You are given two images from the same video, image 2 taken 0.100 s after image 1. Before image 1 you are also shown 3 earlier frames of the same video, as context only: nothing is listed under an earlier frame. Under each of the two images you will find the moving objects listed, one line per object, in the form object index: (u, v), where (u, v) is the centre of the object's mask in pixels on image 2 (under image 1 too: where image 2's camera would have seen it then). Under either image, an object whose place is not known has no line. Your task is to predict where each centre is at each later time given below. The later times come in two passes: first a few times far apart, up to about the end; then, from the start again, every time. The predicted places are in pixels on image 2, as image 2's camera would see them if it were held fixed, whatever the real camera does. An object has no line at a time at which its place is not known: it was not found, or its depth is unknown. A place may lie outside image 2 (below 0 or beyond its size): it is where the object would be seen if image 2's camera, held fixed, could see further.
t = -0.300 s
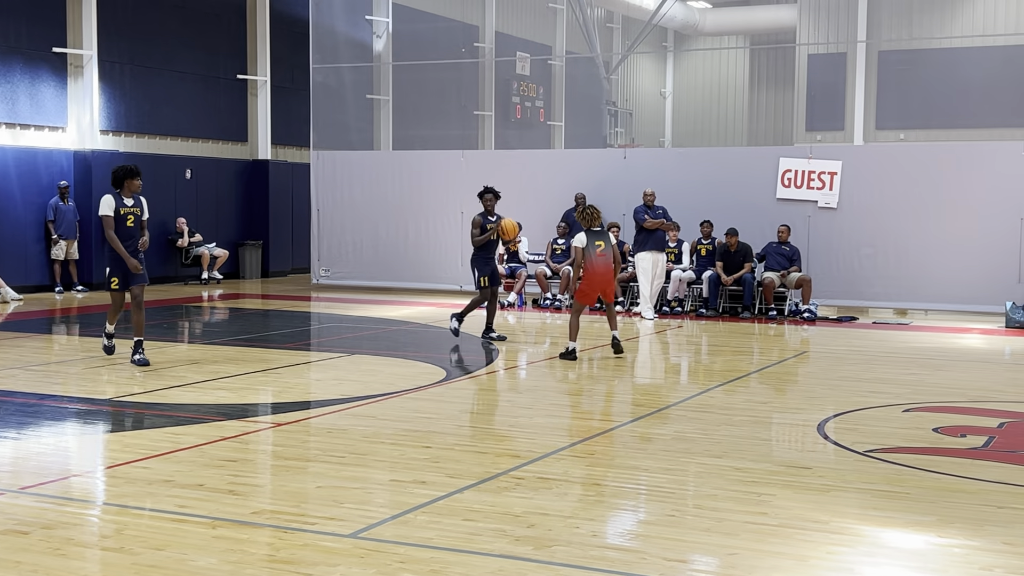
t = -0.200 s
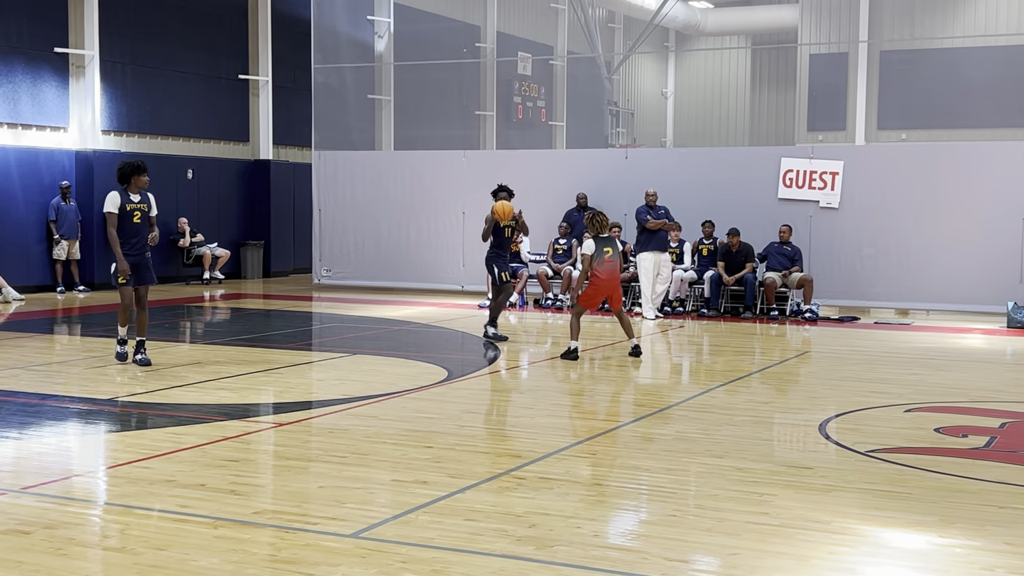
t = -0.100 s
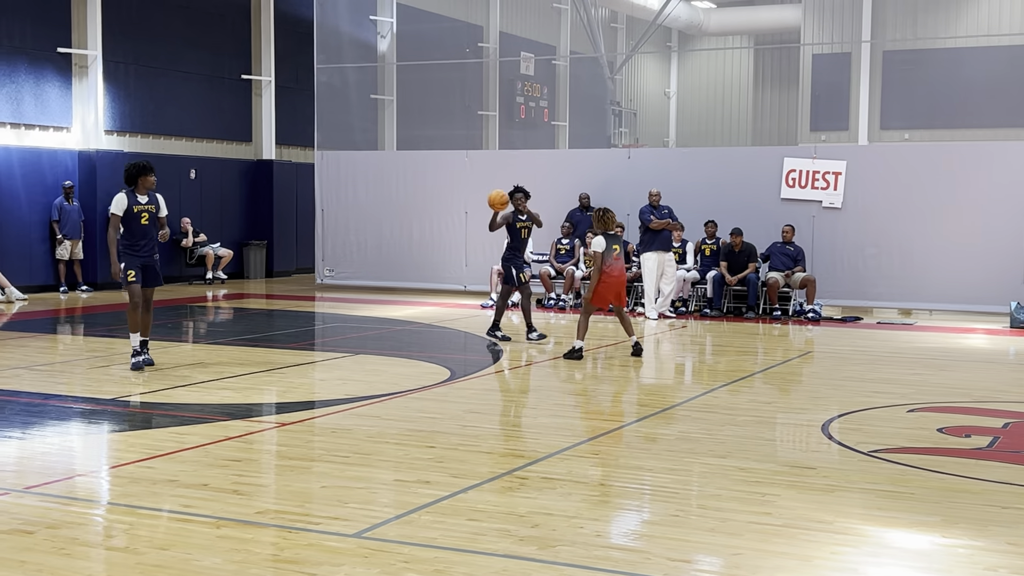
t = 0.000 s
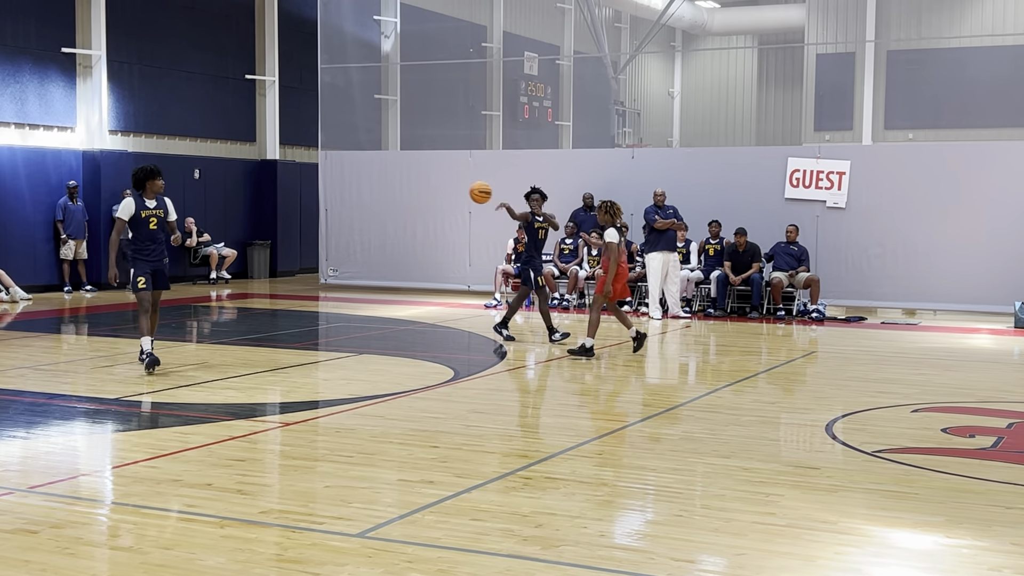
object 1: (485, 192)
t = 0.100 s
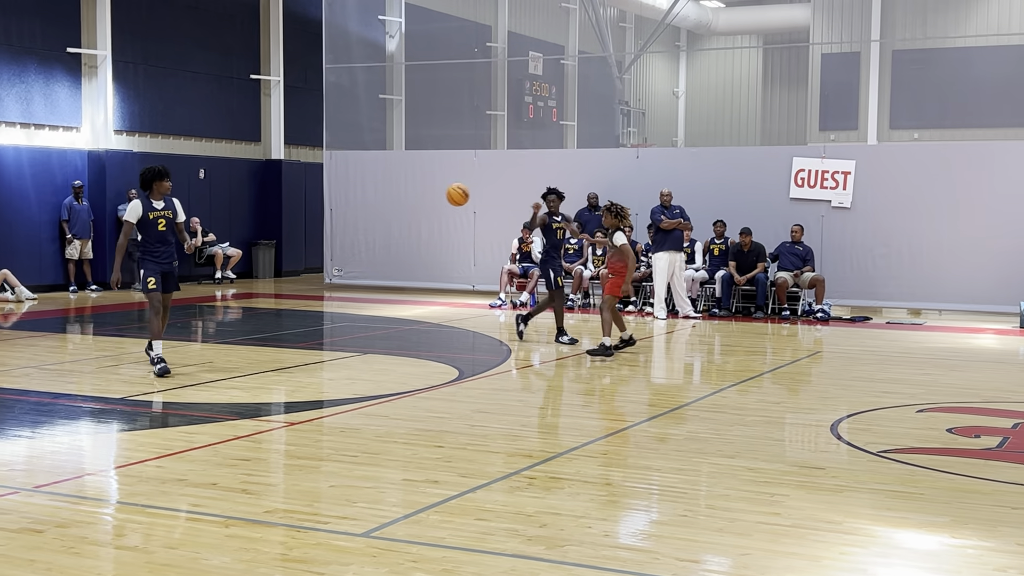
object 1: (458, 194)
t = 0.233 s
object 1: (418, 213)
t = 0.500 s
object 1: (329, 315)
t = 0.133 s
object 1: (448, 197)
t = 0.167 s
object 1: (438, 202)
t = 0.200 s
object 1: (428, 207)
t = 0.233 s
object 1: (418, 213)
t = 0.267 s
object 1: (408, 221)
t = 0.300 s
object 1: (397, 230)
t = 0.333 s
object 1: (386, 240)
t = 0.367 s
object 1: (375, 252)
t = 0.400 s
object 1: (364, 266)
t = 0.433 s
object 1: (353, 280)
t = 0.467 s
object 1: (341, 296)
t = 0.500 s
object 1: (329, 315)
